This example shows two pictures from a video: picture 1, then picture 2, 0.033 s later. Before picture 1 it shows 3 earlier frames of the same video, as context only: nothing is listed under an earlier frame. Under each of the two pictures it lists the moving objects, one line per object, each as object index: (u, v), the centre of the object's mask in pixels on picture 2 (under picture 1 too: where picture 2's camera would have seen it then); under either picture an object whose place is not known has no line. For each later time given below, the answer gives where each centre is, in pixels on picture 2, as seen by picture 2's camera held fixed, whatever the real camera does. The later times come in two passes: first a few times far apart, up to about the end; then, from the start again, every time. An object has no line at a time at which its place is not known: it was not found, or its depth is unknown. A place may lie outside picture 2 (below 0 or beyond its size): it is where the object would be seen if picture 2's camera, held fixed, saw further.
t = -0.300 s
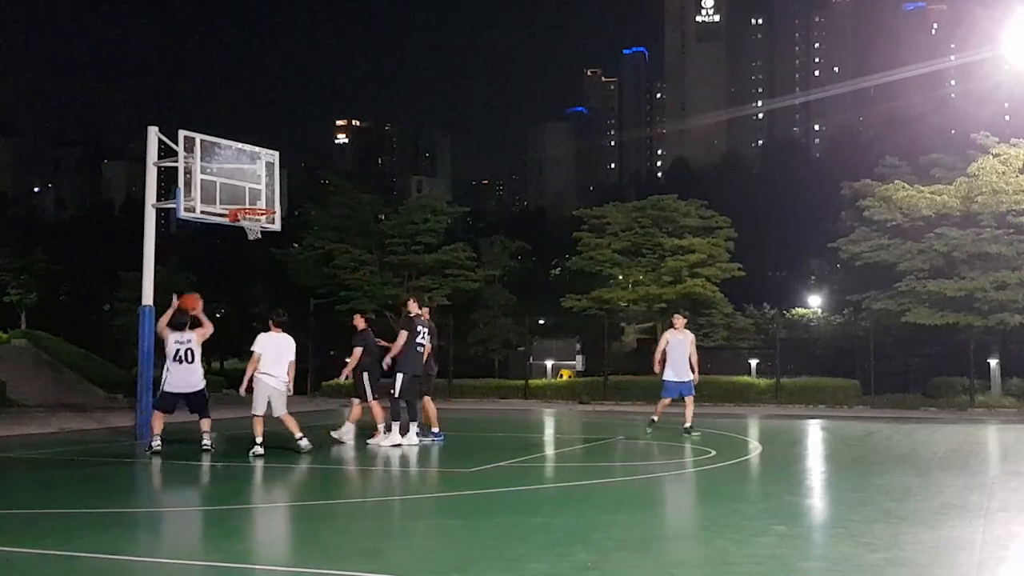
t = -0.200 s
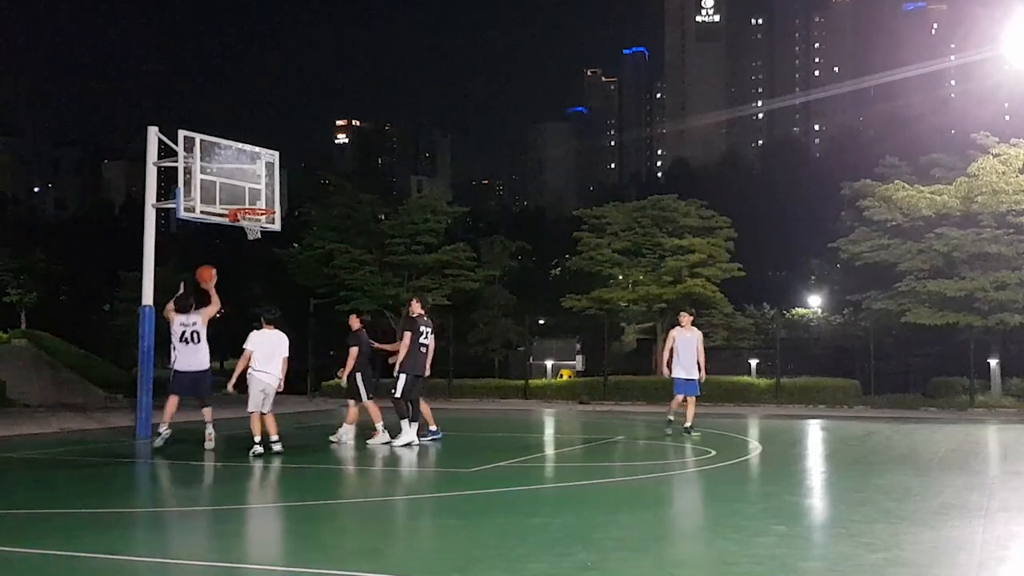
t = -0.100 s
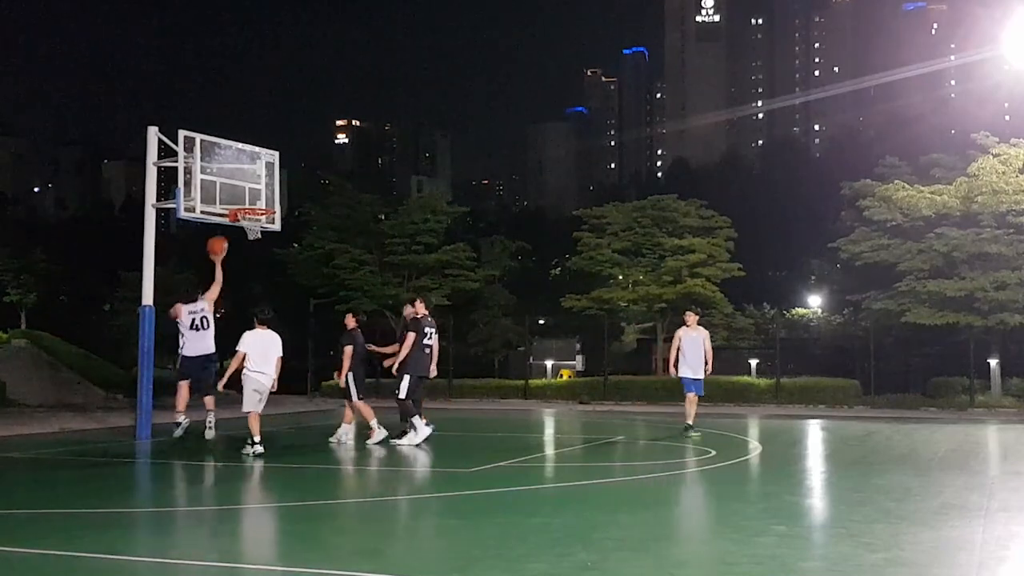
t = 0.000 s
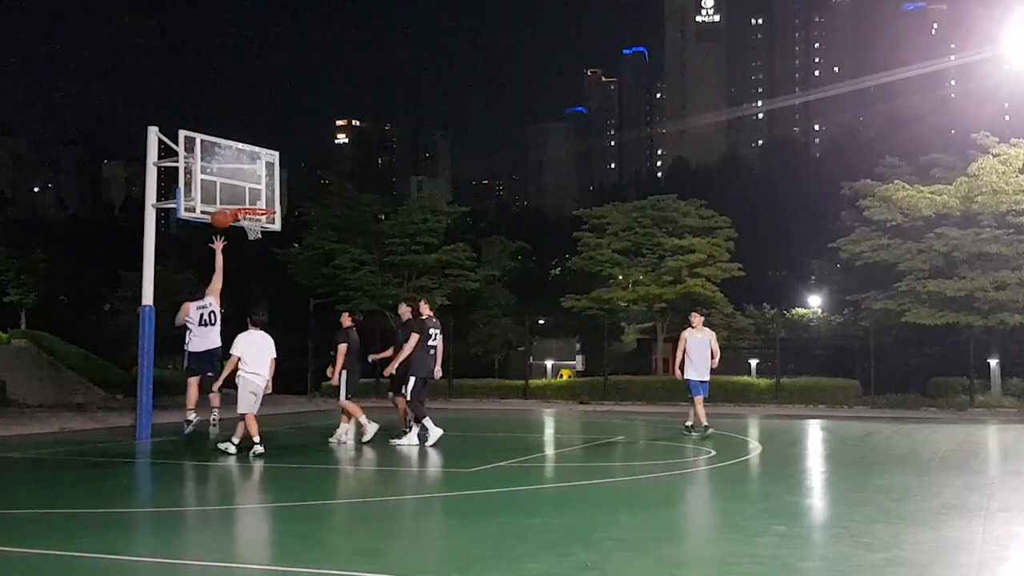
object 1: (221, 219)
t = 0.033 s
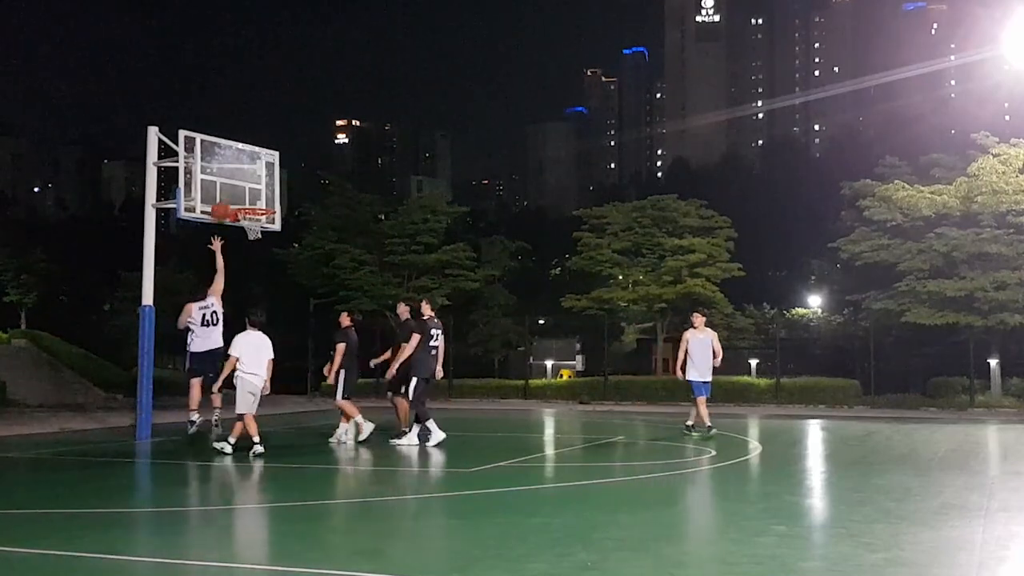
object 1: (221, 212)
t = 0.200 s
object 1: (227, 189)
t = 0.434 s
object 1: (257, 207)
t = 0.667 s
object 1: (269, 228)
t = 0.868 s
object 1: (264, 251)
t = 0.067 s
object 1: (221, 205)
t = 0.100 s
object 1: (222, 199)
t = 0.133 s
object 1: (222, 194)
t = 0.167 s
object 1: (223, 190)
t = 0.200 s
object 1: (227, 189)
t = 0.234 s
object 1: (231, 190)
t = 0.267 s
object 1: (235, 191)
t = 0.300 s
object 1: (240, 193)
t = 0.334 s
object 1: (245, 196)
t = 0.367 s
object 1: (248, 200)
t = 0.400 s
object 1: (251, 203)
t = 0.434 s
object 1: (257, 207)
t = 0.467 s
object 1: (262, 218)
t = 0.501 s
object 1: (264, 224)
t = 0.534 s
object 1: (267, 228)
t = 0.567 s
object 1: (270, 228)
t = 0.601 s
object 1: (271, 228)
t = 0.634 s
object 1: (270, 228)
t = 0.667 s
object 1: (269, 228)
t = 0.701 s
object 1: (269, 231)
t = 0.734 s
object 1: (268, 234)
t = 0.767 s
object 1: (266, 236)
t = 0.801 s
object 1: (266, 240)
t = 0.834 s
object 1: (265, 245)
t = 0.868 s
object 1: (264, 251)
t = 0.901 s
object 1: (263, 257)
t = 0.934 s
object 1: (262, 265)
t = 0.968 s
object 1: (261, 273)
